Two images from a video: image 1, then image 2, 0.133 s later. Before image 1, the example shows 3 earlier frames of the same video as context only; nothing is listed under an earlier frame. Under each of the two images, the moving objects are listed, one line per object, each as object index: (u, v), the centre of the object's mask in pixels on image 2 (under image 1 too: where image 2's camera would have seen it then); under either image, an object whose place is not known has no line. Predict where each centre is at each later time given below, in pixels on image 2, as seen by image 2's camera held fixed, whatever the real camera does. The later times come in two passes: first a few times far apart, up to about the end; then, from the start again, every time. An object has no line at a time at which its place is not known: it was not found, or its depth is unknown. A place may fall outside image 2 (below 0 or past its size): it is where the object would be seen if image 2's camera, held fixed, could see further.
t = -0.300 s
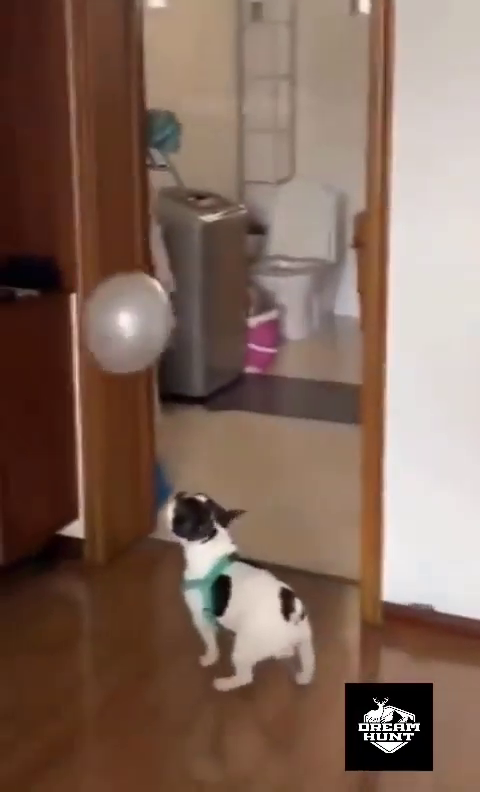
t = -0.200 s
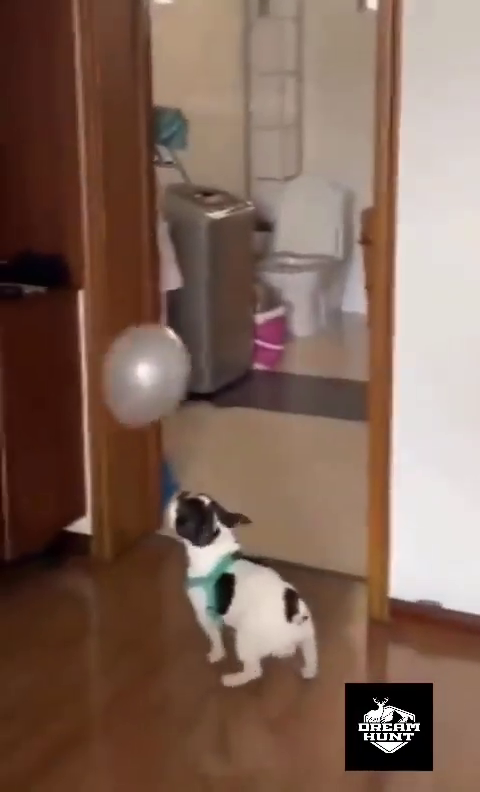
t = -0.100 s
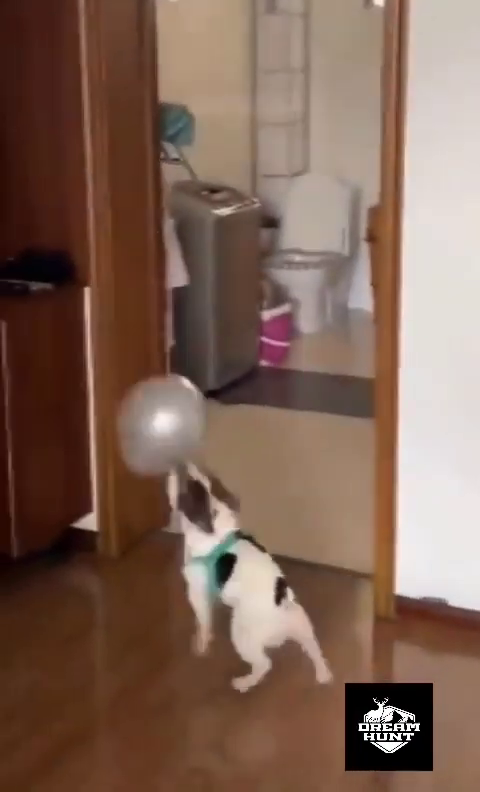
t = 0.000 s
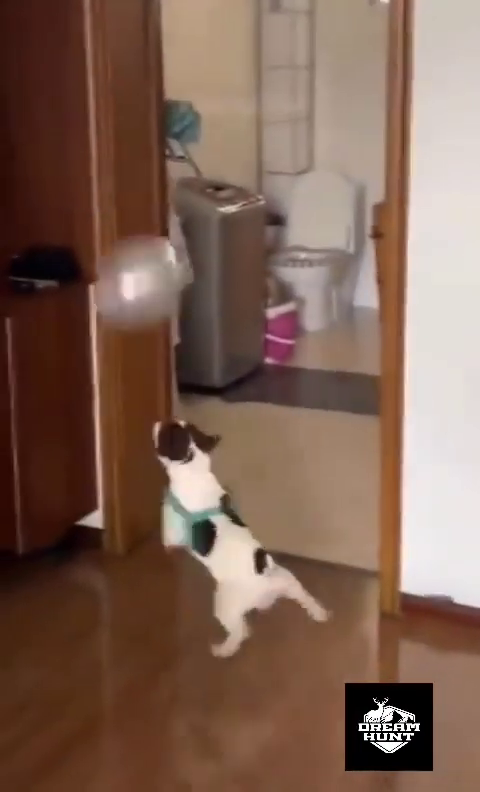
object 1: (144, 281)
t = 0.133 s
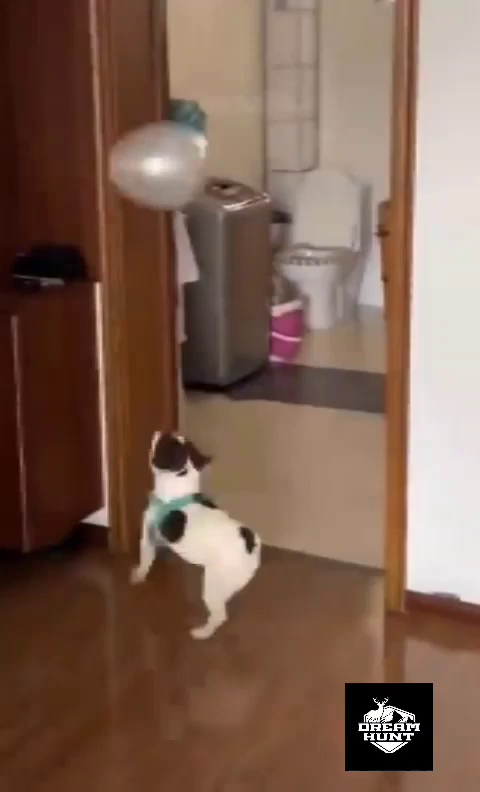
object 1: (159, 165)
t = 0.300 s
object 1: (205, 106)
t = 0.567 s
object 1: (263, 66)
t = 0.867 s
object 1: (320, 78)
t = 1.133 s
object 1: (372, 158)
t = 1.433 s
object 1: (420, 309)
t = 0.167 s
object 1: (169, 149)
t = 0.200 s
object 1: (177, 139)
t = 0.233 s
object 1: (186, 127)
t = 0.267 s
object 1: (198, 116)
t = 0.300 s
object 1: (205, 106)
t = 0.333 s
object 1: (215, 97)
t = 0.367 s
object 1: (223, 89)
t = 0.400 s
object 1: (229, 82)
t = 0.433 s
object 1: (236, 77)
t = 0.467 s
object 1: (243, 73)
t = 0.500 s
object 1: (250, 70)
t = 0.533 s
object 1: (257, 68)
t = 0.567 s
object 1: (263, 66)
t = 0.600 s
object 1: (268, 64)
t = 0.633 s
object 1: (278, 61)
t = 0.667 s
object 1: (285, 60)
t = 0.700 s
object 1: (291, 60)
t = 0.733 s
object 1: (297, 64)
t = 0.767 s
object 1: (303, 65)
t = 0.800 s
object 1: (308, 67)
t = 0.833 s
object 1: (313, 73)
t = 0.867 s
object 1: (320, 78)
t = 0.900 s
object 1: (327, 84)
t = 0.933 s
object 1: (334, 91)
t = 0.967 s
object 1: (339, 101)
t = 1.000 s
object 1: (345, 109)
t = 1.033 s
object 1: (353, 119)
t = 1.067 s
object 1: (361, 129)
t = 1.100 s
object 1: (364, 144)
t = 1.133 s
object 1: (372, 158)
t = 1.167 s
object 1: (379, 171)
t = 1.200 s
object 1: (383, 185)
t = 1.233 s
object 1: (389, 201)
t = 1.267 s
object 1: (393, 216)
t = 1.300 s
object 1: (398, 232)
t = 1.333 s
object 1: (403, 252)
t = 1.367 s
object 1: (411, 270)
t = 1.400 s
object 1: (413, 289)
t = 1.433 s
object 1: (420, 309)
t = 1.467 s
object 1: (424, 328)
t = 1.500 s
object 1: (428, 349)
